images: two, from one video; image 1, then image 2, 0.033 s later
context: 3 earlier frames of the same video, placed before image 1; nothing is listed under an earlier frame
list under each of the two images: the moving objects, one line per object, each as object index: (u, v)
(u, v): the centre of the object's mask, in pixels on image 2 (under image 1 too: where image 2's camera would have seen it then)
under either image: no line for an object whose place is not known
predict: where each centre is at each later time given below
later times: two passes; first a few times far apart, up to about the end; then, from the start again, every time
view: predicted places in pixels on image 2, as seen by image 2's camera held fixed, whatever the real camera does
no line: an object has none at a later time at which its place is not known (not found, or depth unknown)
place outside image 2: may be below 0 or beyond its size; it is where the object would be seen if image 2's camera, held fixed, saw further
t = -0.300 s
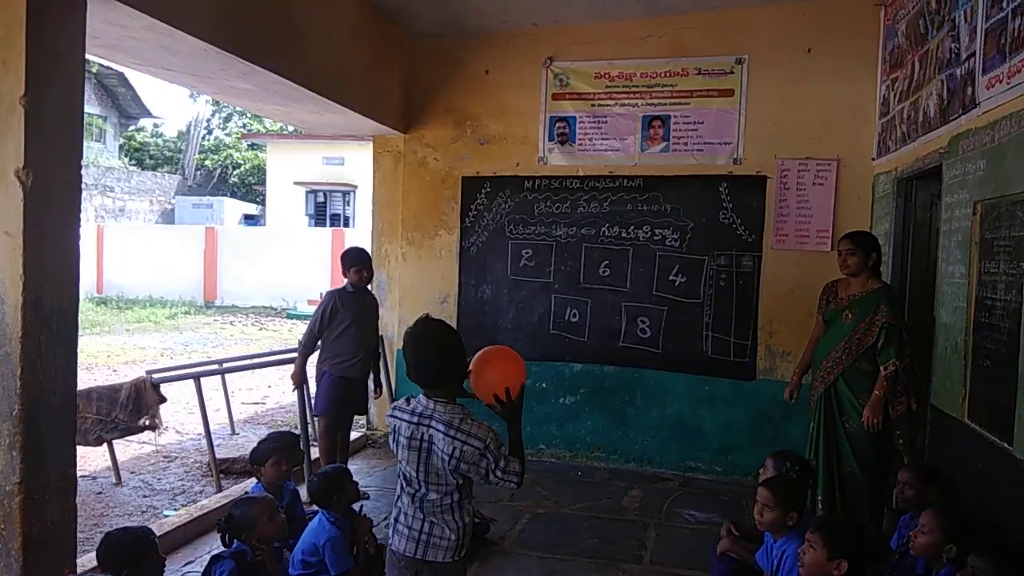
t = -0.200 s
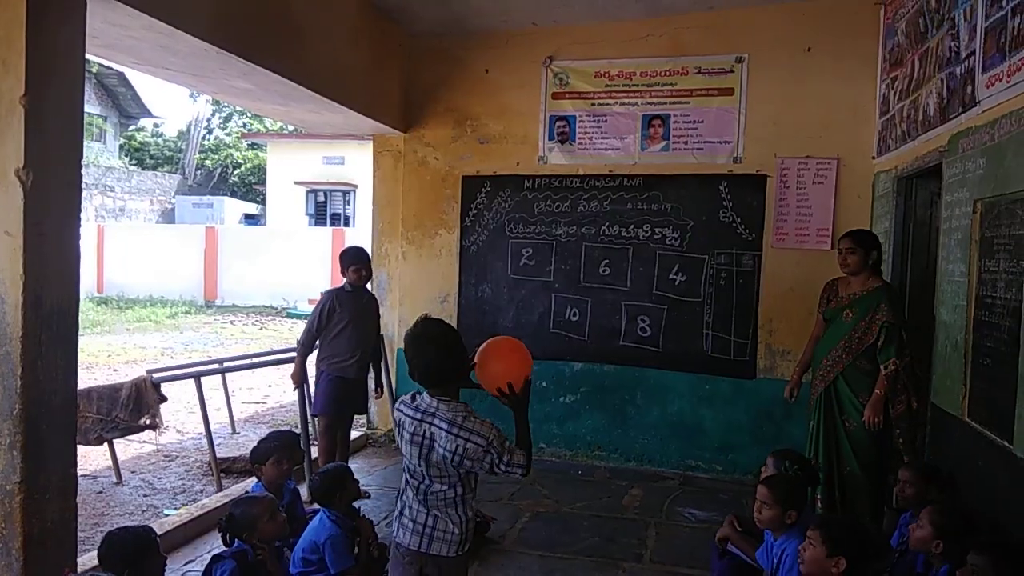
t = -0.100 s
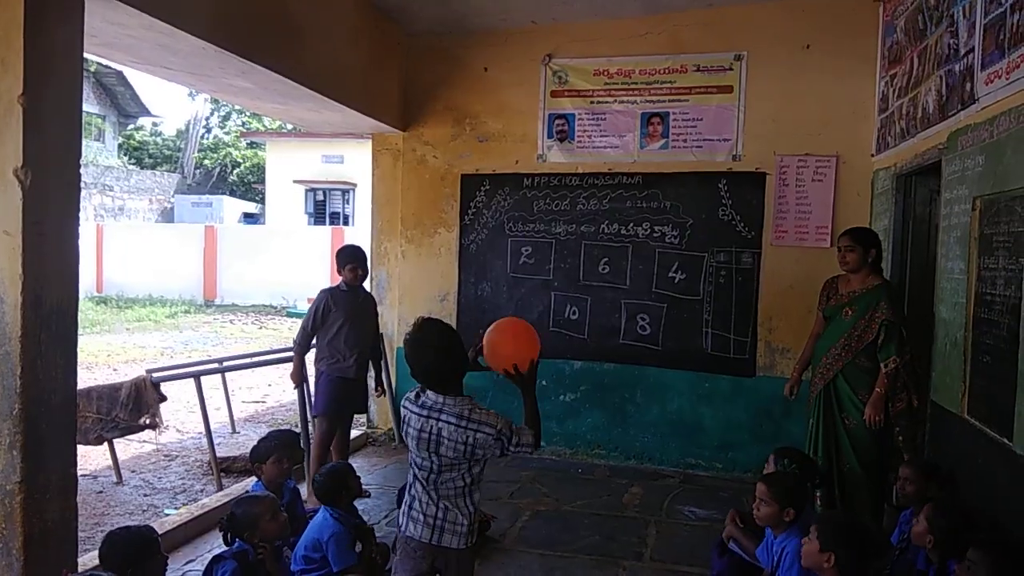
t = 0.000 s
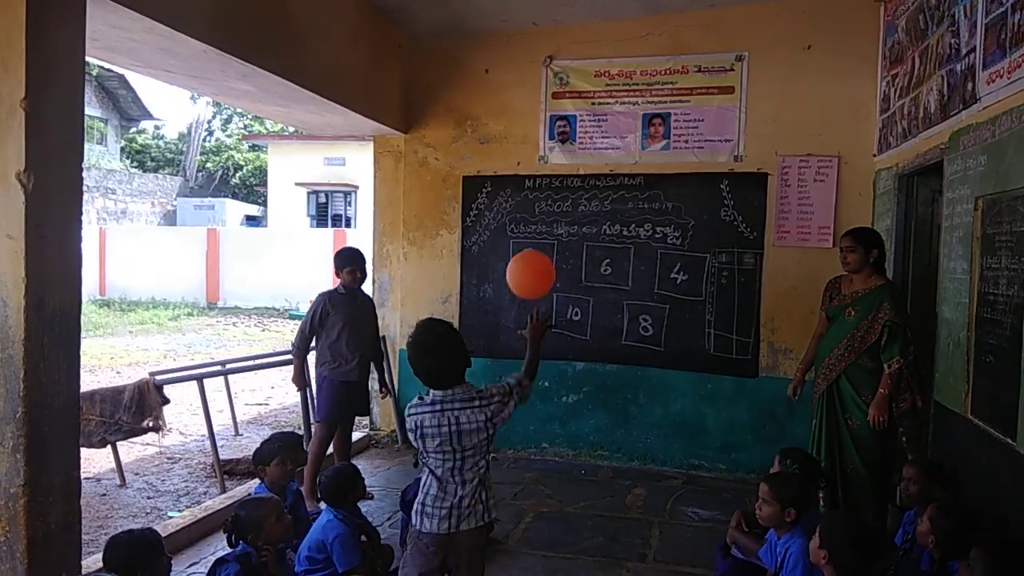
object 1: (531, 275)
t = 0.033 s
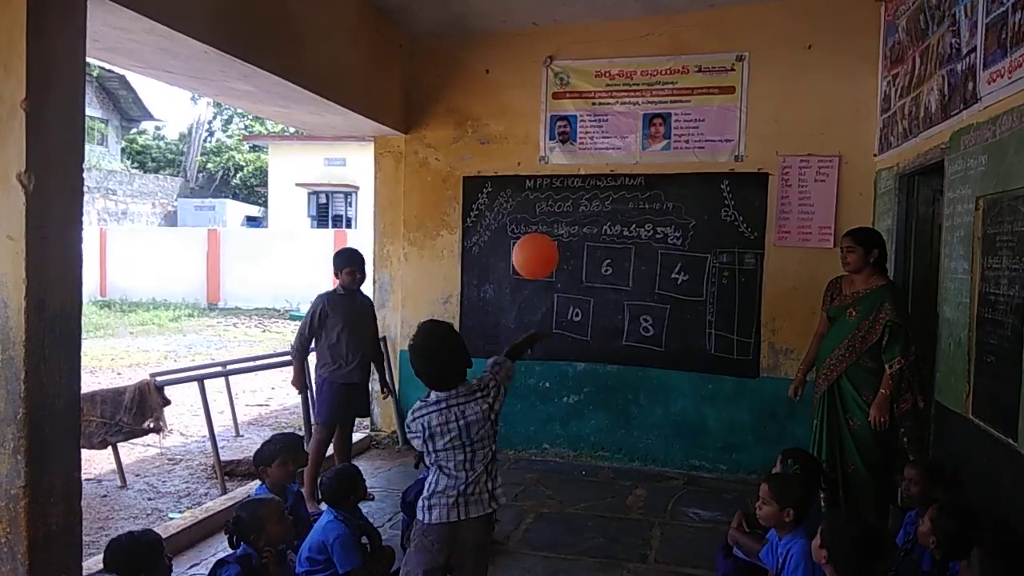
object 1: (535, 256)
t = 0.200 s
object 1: (547, 228)
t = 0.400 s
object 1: (548, 265)
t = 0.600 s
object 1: (536, 341)
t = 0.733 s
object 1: (515, 420)
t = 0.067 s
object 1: (539, 243)
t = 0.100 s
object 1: (541, 234)
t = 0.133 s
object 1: (543, 229)
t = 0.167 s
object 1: (545, 228)
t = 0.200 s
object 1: (547, 228)
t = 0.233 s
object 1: (548, 230)
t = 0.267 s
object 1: (549, 235)
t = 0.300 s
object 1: (549, 240)
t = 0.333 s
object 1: (549, 247)
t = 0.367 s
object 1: (548, 256)
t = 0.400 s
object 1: (548, 265)
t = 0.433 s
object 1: (548, 276)
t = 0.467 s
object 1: (547, 288)
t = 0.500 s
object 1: (547, 302)
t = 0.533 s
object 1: (545, 315)
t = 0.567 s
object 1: (541, 327)
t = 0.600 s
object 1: (536, 341)
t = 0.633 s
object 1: (531, 357)
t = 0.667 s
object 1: (526, 374)
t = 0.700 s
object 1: (521, 395)
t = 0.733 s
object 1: (515, 420)
